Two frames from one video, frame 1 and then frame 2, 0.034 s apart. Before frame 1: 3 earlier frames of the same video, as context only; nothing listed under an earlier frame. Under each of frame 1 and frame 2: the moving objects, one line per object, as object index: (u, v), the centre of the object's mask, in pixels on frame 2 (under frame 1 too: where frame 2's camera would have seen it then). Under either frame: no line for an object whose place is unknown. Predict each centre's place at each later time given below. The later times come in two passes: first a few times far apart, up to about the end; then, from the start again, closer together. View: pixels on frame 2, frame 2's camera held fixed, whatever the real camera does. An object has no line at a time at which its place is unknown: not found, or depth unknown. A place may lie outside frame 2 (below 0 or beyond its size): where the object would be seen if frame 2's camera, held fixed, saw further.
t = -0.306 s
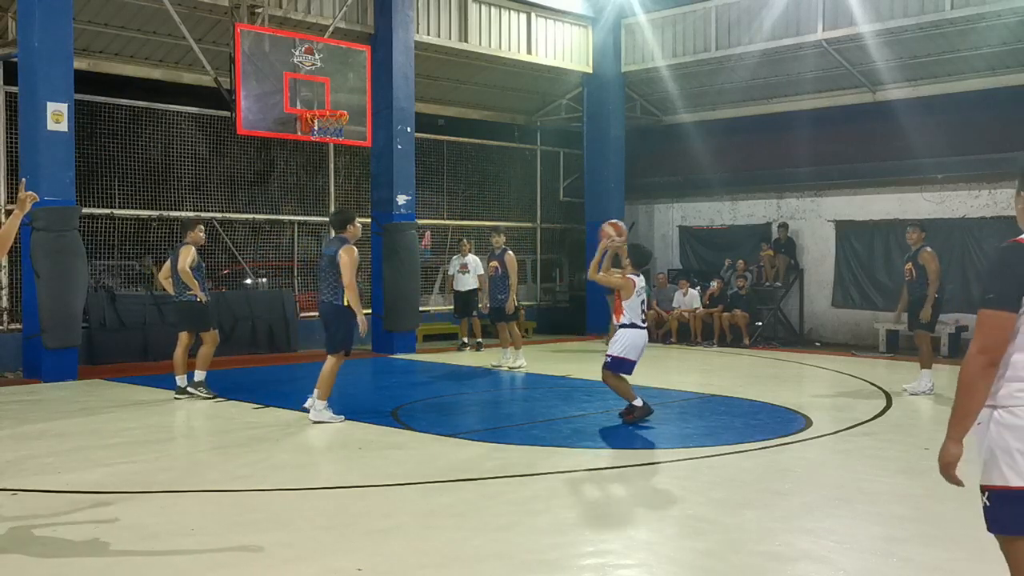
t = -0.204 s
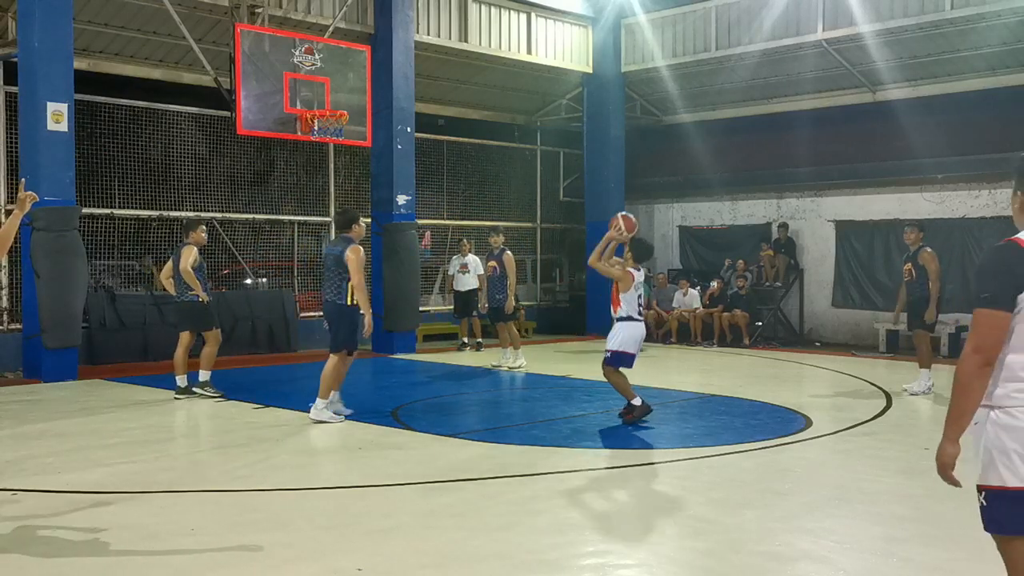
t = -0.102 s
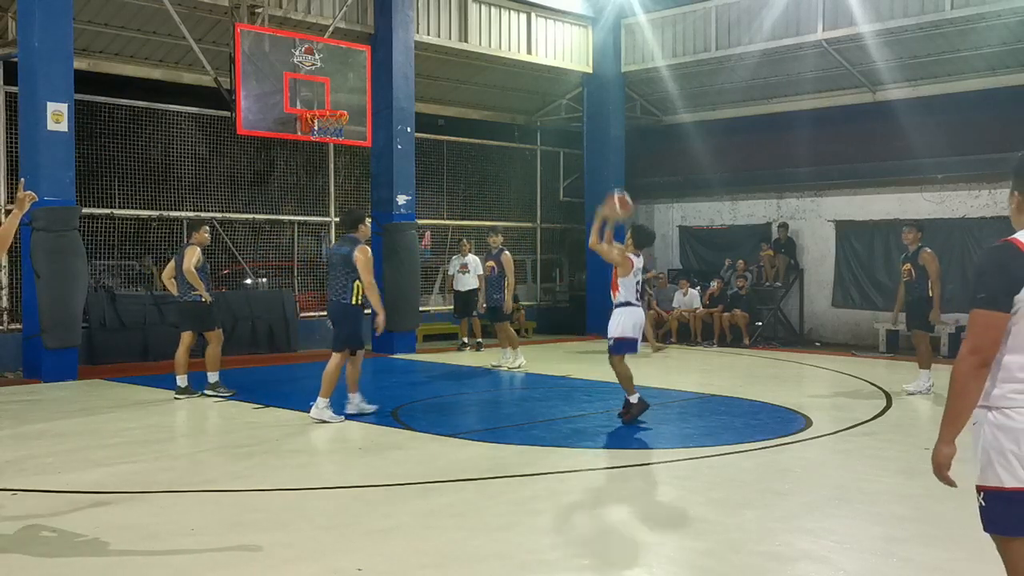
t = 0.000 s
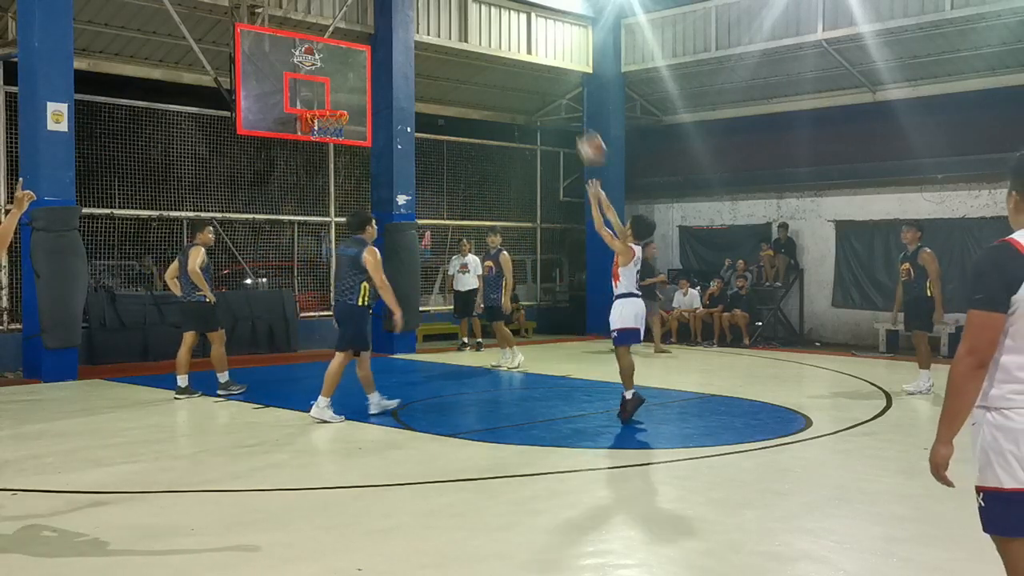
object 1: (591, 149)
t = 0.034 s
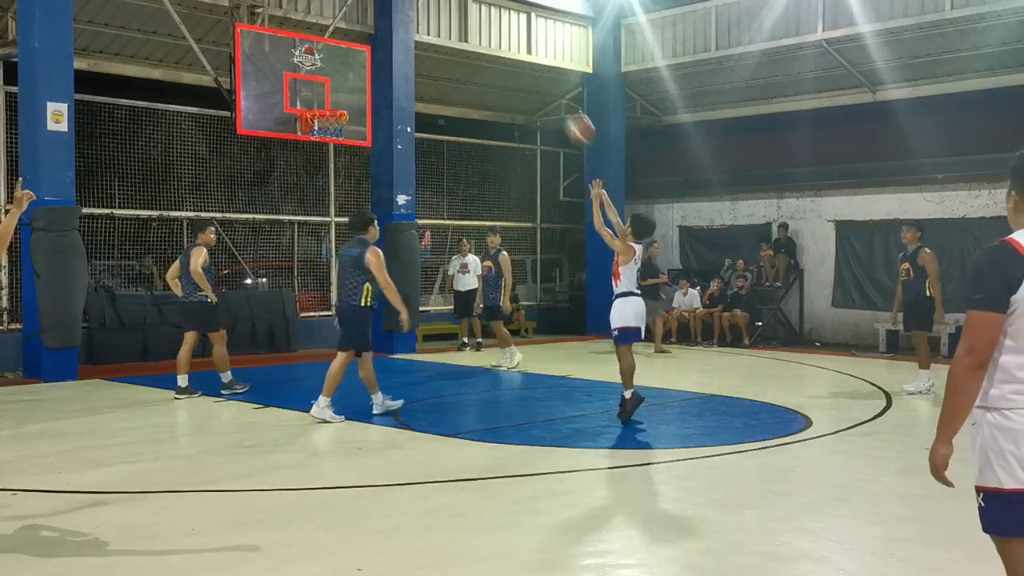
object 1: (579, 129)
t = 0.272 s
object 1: (503, 35)
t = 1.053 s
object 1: (326, 115)
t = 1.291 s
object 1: (346, 150)
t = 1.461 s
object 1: (370, 198)
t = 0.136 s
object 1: (546, 78)
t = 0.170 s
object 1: (535, 65)
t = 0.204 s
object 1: (524, 53)
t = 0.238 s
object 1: (514, 44)
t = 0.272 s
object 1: (503, 35)
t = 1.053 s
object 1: (326, 115)
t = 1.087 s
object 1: (317, 121)
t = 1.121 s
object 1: (323, 123)
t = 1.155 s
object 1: (324, 124)
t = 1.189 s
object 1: (333, 131)
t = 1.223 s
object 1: (337, 137)
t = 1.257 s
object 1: (341, 142)
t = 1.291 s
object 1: (346, 150)
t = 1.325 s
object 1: (350, 157)
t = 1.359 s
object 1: (355, 166)
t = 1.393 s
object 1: (360, 175)
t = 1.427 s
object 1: (365, 186)
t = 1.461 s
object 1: (370, 198)
